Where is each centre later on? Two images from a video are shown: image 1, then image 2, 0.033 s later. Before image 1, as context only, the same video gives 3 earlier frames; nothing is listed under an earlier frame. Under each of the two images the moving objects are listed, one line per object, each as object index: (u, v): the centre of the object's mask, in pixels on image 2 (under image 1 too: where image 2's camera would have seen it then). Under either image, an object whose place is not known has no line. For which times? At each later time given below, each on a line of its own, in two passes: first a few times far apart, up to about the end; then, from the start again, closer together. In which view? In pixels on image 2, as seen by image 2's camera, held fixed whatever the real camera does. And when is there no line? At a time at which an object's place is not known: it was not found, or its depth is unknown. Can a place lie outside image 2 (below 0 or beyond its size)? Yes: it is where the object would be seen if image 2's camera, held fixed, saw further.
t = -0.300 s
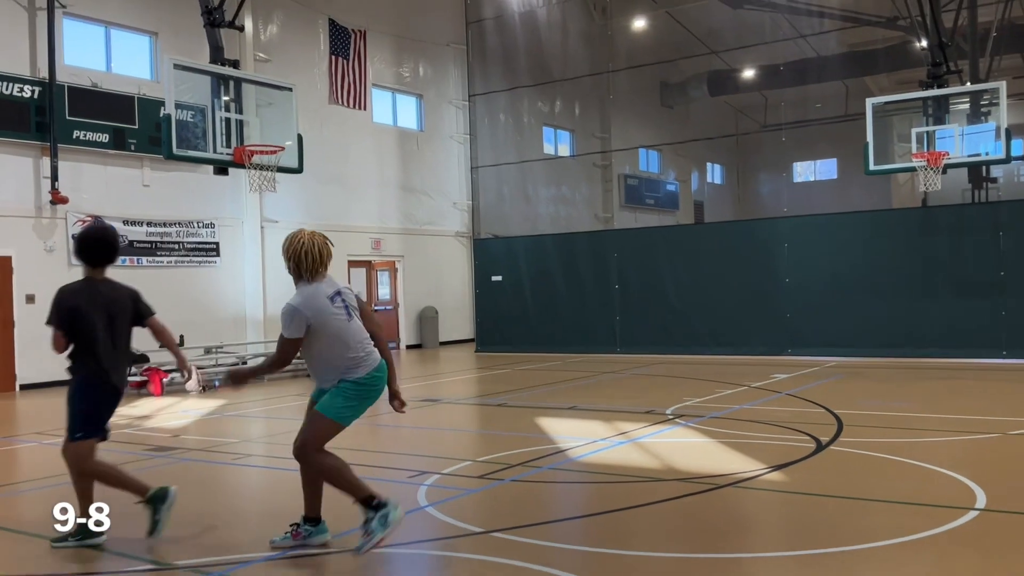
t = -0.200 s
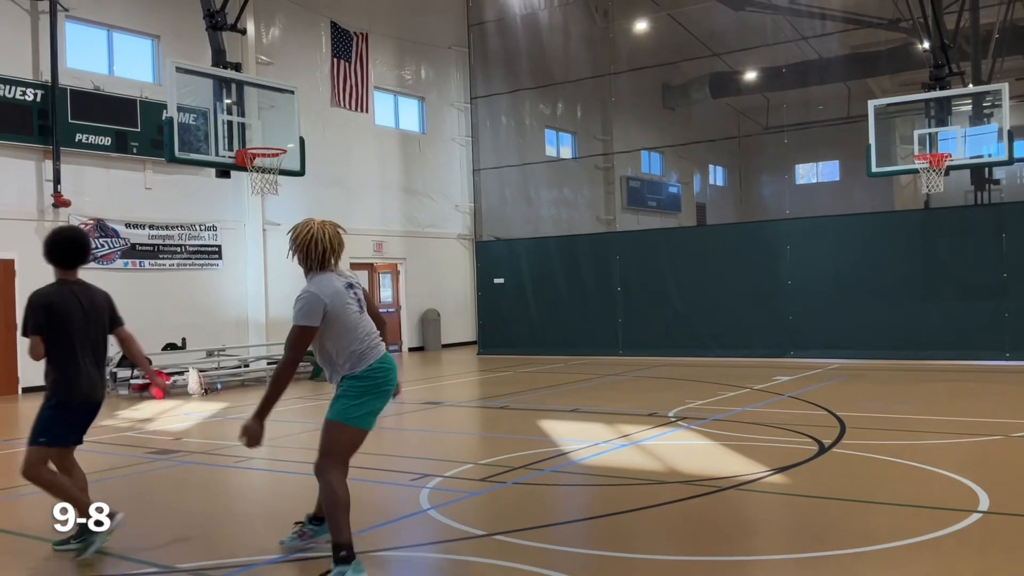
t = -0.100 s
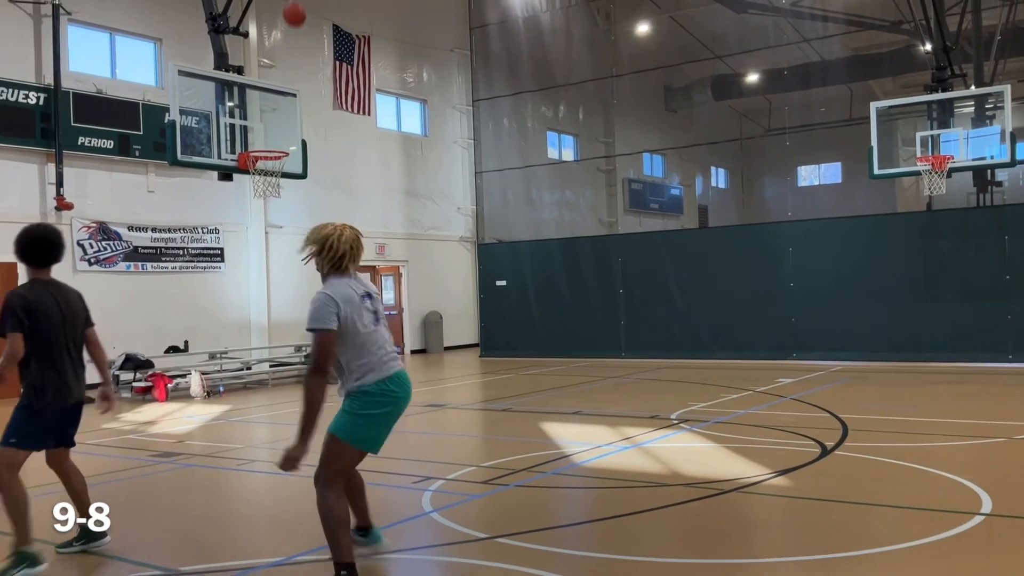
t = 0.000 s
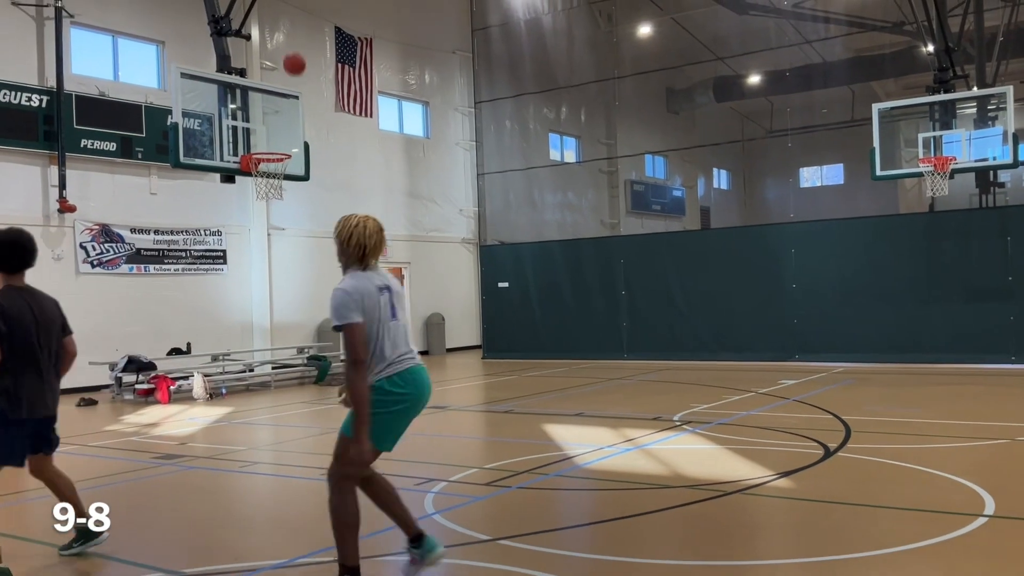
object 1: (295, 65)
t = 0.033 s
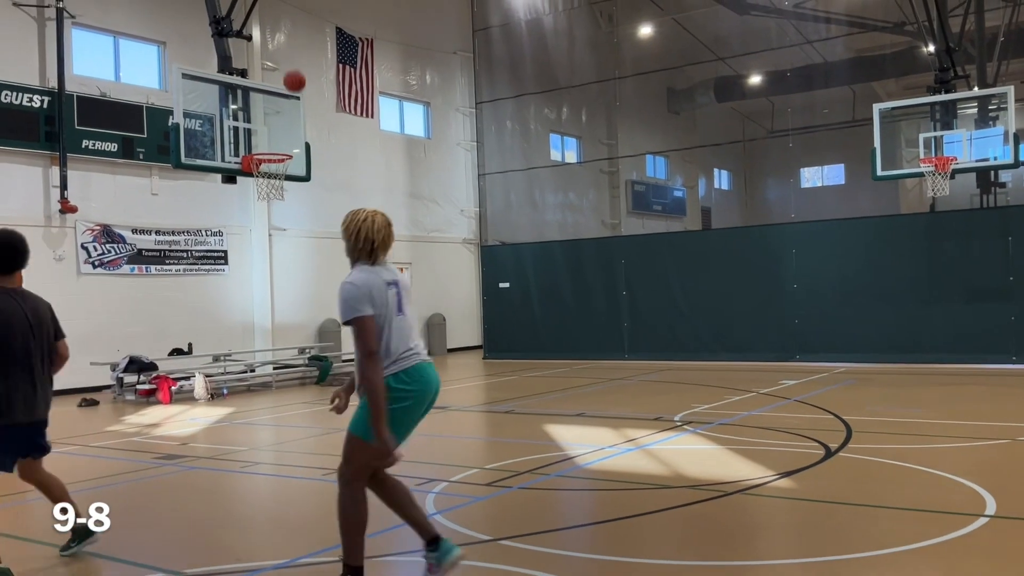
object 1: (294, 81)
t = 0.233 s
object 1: (294, 130)
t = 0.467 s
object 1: (299, 101)
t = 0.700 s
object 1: (306, 116)
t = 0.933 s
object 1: (316, 170)
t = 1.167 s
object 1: (336, 241)
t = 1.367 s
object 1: (352, 334)
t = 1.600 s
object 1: (370, 357)
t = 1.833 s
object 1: (385, 286)
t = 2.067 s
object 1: (404, 260)
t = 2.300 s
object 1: (424, 276)
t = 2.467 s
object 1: (440, 315)
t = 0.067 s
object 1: (294, 98)
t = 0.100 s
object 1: (293, 116)
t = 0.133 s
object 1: (292, 134)
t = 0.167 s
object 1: (292, 148)
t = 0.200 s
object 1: (293, 139)
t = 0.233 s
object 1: (294, 130)
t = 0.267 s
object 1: (294, 123)
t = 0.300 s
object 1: (295, 117)
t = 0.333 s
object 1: (296, 112)
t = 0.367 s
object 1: (296, 108)
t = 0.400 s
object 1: (297, 105)
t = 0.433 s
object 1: (298, 102)
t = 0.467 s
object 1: (299, 101)
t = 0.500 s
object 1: (300, 100)
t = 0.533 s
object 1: (301, 101)
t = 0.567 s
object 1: (302, 102)
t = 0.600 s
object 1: (303, 104)
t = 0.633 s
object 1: (304, 107)
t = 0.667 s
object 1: (305, 112)
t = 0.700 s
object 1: (306, 116)
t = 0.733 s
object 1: (307, 122)
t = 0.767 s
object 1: (308, 129)
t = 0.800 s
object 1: (310, 136)
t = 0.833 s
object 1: (311, 145)
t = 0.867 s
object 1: (312, 154)
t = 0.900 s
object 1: (314, 163)
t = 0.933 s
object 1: (316, 170)
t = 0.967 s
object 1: (319, 178)
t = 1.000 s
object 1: (322, 186)
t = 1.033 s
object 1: (325, 195)
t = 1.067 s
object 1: (327, 205)
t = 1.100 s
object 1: (330, 216)
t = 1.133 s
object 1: (333, 228)
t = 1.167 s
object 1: (336, 241)
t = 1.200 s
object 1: (339, 254)
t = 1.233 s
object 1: (341, 269)
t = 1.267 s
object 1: (344, 284)
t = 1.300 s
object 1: (347, 300)
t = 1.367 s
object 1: (352, 334)
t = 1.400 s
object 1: (355, 353)
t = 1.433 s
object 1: (358, 373)
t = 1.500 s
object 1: (363, 401)
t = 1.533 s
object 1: (365, 385)
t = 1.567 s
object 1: (368, 371)
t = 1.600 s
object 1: (370, 357)
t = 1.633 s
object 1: (372, 345)
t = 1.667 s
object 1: (375, 333)
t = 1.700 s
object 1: (377, 322)
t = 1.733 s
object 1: (379, 311)
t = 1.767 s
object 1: (381, 302)
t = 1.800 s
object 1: (383, 293)
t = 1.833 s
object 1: (385, 286)
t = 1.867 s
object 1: (389, 279)
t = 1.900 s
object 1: (391, 274)
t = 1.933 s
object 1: (393, 270)
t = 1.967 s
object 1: (396, 266)
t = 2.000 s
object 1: (398, 263)
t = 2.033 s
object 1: (401, 261)
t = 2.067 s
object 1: (404, 260)
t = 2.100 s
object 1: (406, 259)
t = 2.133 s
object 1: (409, 260)
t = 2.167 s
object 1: (412, 261)
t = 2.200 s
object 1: (415, 264)
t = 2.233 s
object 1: (418, 267)
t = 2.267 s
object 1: (421, 271)
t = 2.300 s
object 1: (424, 276)
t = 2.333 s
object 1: (427, 282)
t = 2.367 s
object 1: (430, 289)
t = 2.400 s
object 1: (433, 297)
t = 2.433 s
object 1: (436, 305)
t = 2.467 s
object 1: (440, 315)
